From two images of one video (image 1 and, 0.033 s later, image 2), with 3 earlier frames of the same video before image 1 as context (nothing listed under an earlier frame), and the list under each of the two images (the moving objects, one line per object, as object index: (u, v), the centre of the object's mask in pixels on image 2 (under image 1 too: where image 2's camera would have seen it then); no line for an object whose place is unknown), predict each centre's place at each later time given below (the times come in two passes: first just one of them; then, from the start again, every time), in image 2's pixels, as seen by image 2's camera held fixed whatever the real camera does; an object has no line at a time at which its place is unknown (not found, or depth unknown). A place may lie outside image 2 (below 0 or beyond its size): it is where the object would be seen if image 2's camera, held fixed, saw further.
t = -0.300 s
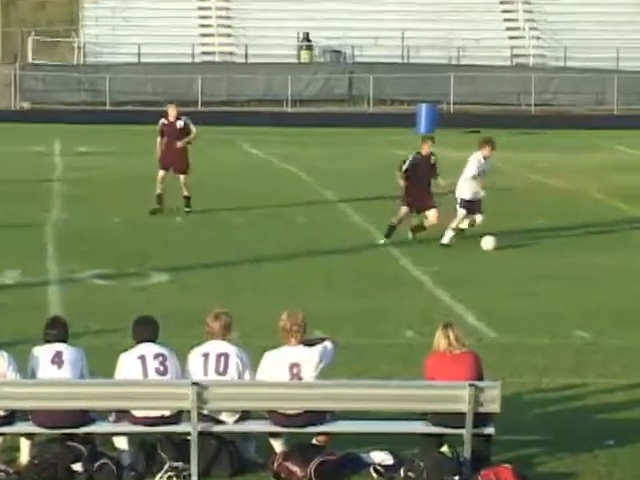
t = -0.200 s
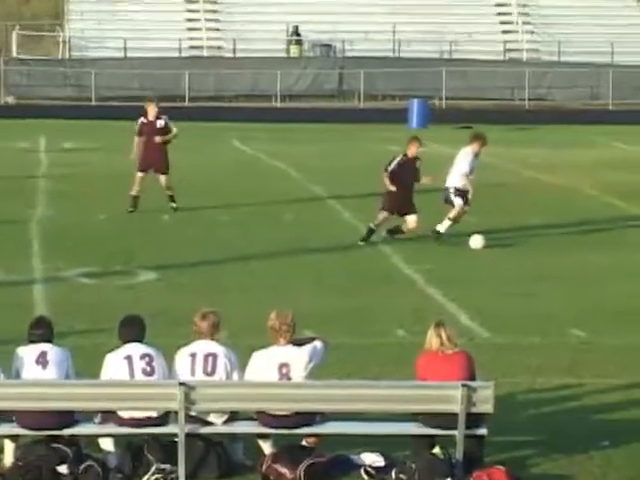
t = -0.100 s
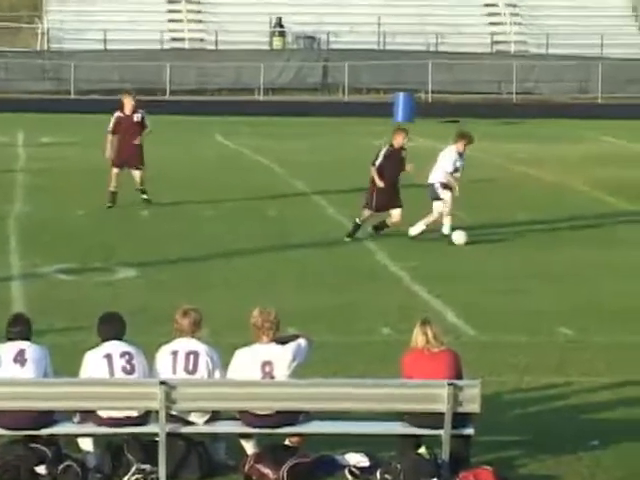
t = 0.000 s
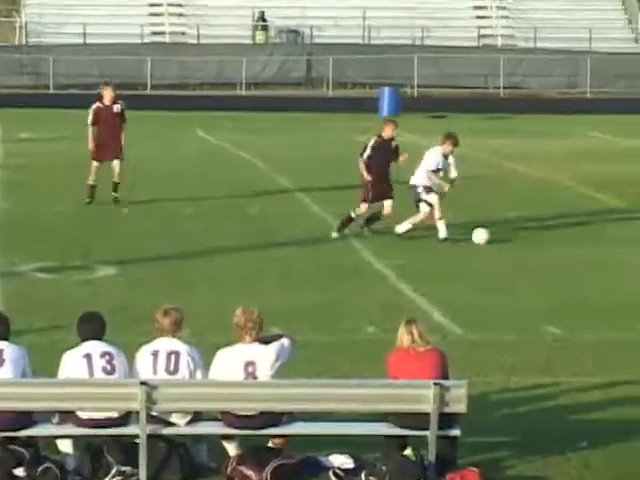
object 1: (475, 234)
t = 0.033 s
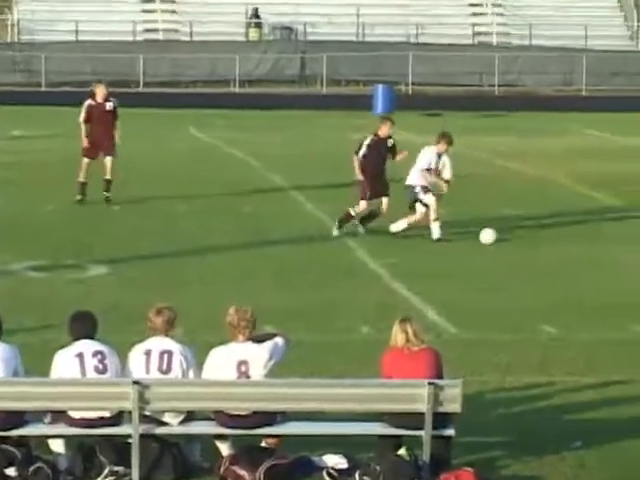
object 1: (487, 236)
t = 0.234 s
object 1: (541, 234)
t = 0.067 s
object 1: (497, 235)
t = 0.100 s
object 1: (506, 234)
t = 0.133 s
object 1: (516, 234)
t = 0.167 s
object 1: (524, 234)
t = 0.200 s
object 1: (533, 235)
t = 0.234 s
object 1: (541, 234)
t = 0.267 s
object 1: (543, 235)
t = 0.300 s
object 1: (549, 236)
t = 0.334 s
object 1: (554, 235)
